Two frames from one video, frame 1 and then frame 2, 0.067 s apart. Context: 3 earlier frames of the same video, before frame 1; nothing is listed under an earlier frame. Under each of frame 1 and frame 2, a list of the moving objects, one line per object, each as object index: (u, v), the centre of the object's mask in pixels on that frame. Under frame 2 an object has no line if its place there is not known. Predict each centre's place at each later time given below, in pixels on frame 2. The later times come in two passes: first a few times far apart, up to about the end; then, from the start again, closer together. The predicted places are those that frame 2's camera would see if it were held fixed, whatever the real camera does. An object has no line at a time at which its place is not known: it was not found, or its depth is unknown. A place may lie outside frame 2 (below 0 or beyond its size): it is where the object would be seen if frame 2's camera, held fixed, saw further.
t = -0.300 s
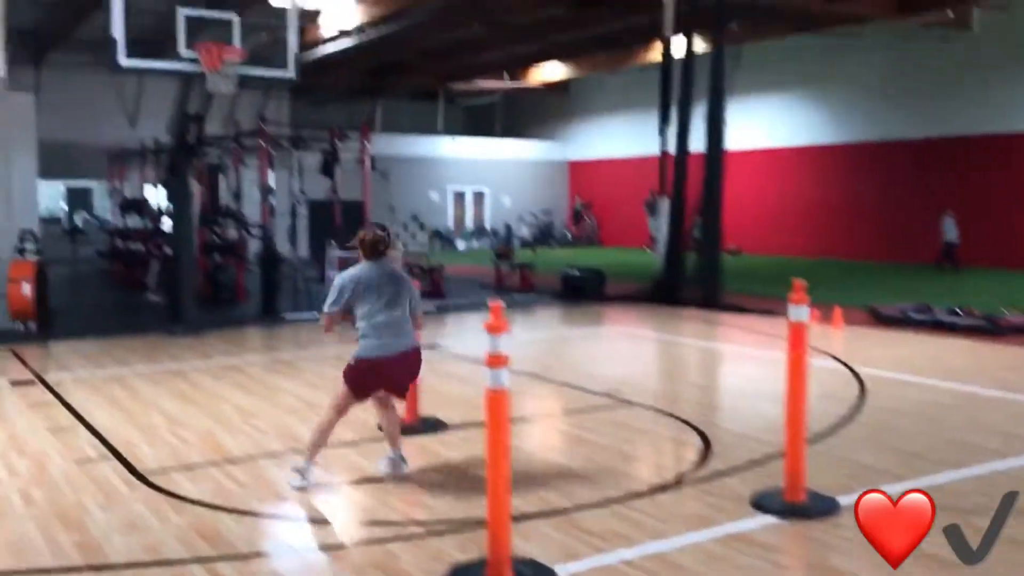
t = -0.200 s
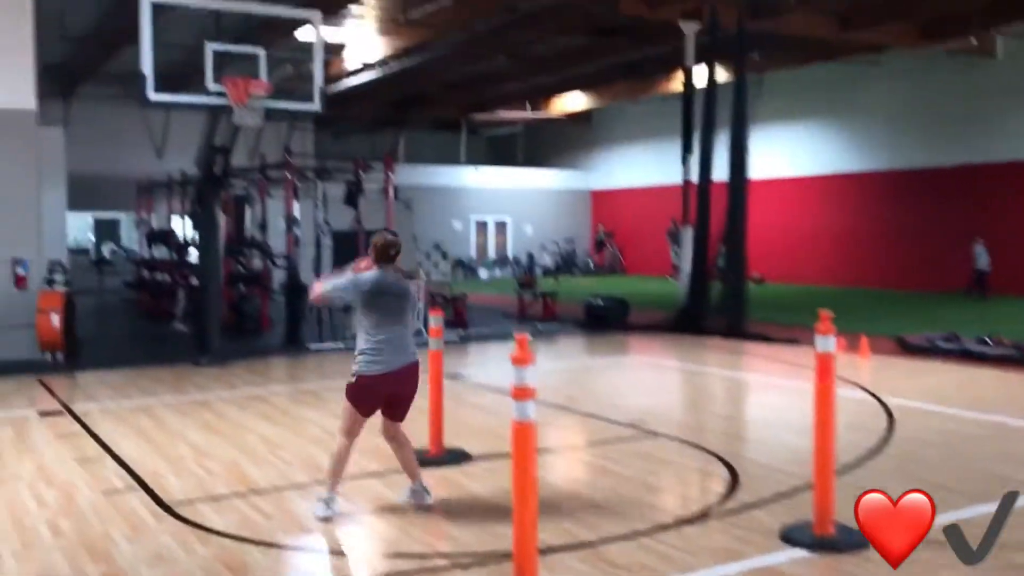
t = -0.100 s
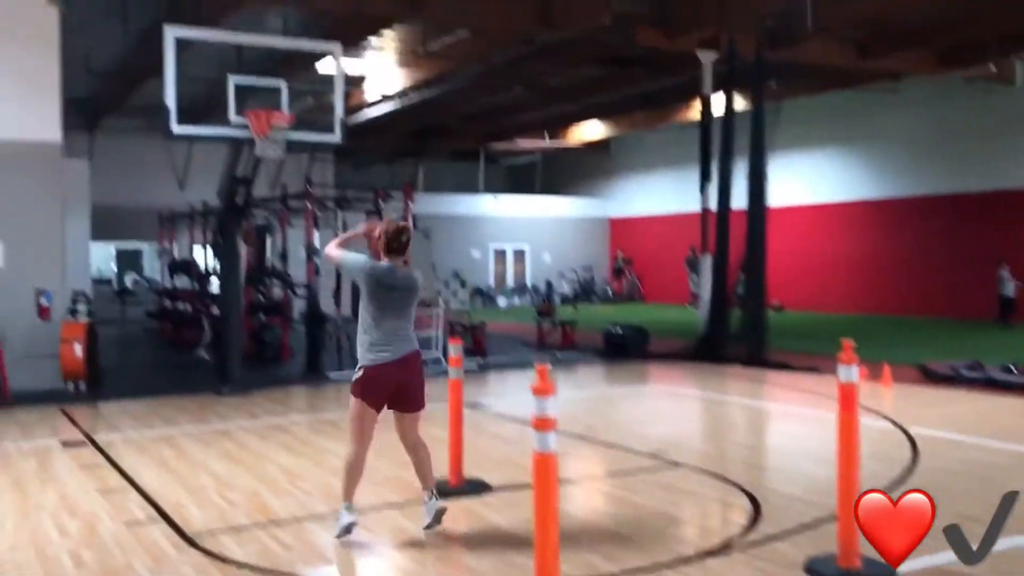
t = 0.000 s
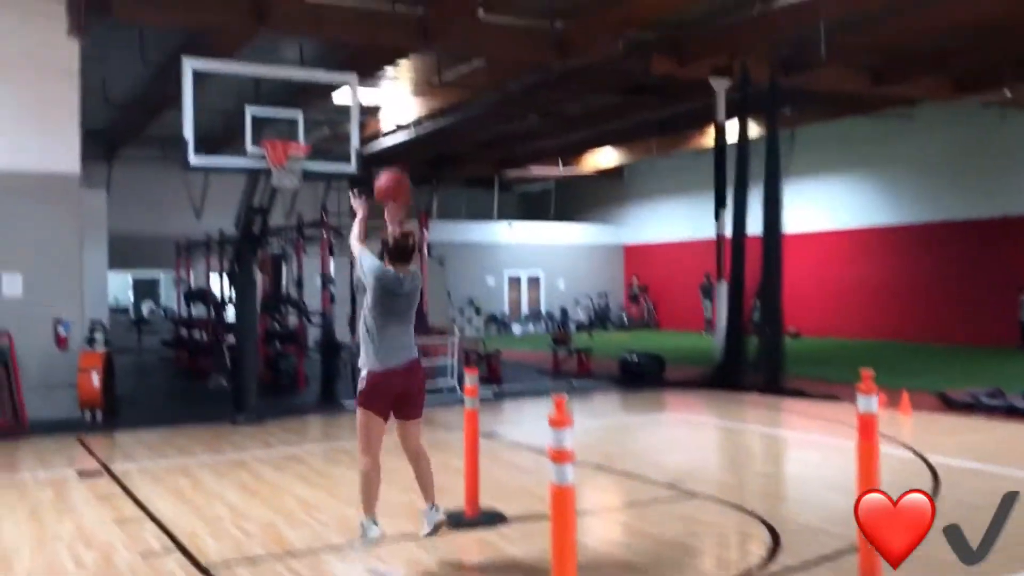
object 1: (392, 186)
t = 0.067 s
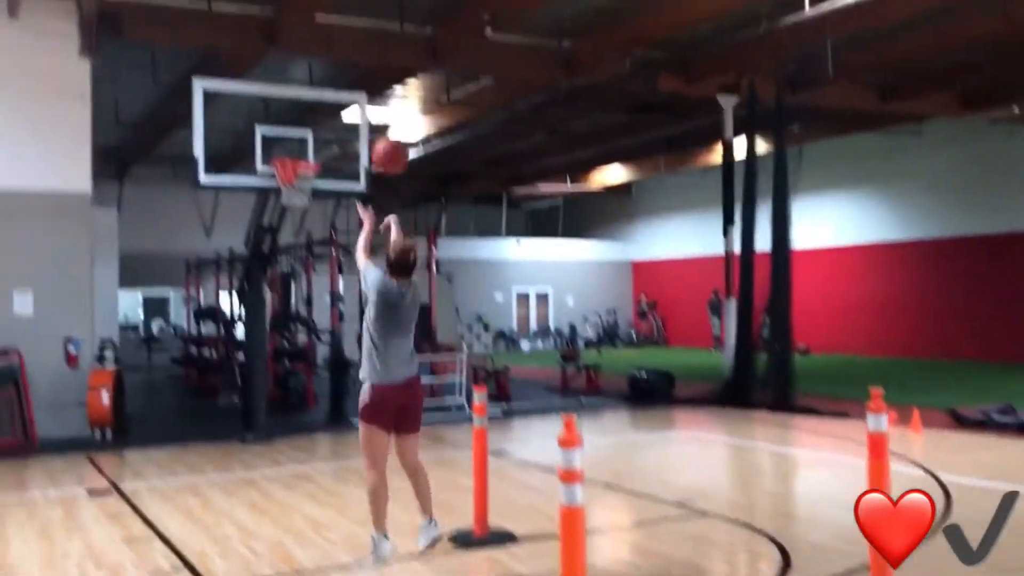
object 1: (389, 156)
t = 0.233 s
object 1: (365, 71)
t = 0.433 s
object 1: (342, 33)
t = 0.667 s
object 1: (323, 54)
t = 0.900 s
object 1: (307, 123)
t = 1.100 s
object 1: (298, 164)
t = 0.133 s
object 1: (379, 114)
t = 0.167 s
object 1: (374, 96)
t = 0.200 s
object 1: (369, 82)
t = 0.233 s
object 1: (365, 71)
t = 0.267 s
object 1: (361, 61)
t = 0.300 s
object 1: (356, 52)
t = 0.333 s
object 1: (353, 45)
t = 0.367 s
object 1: (349, 40)
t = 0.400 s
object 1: (346, 36)
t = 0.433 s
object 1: (342, 33)
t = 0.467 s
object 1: (340, 33)
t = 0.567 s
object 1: (331, 38)
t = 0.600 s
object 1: (327, 43)
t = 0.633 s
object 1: (325, 47)
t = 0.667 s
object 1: (323, 54)
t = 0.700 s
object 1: (321, 62)
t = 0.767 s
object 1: (316, 78)
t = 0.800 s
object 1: (314, 89)
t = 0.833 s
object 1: (312, 101)
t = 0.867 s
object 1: (310, 113)
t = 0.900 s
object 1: (307, 123)
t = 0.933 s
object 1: (306, 138)
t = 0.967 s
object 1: (303, 150)
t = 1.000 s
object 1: (303, 157)
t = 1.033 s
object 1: (302, 159)
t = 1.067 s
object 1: (300, 163)
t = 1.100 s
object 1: (298, 164)
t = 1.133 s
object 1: (293, 162)
